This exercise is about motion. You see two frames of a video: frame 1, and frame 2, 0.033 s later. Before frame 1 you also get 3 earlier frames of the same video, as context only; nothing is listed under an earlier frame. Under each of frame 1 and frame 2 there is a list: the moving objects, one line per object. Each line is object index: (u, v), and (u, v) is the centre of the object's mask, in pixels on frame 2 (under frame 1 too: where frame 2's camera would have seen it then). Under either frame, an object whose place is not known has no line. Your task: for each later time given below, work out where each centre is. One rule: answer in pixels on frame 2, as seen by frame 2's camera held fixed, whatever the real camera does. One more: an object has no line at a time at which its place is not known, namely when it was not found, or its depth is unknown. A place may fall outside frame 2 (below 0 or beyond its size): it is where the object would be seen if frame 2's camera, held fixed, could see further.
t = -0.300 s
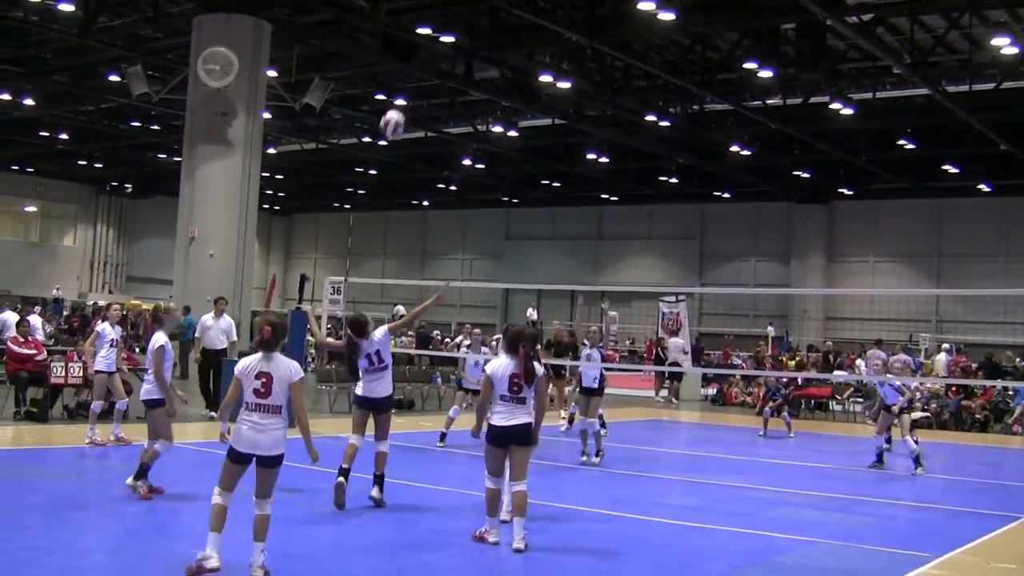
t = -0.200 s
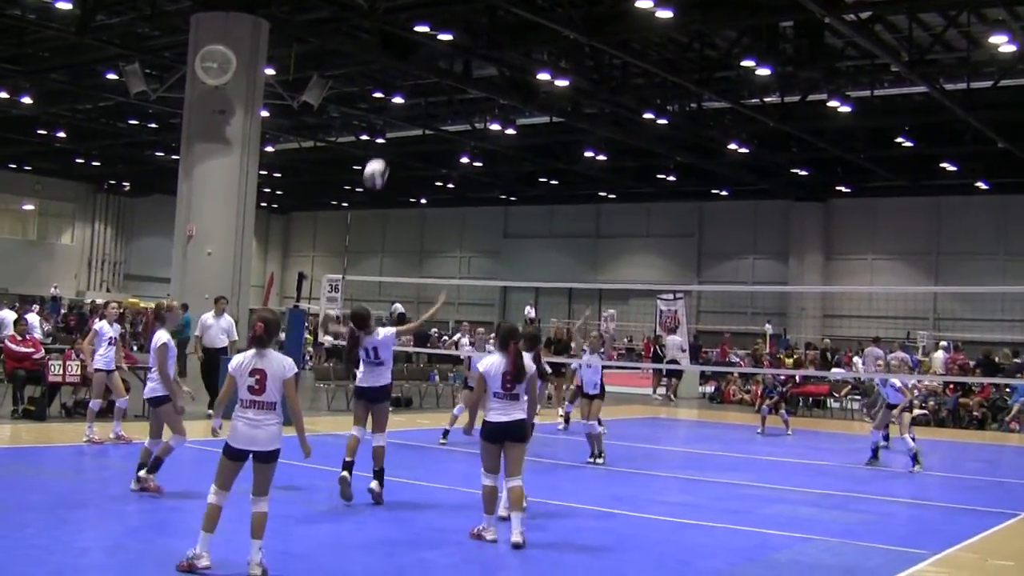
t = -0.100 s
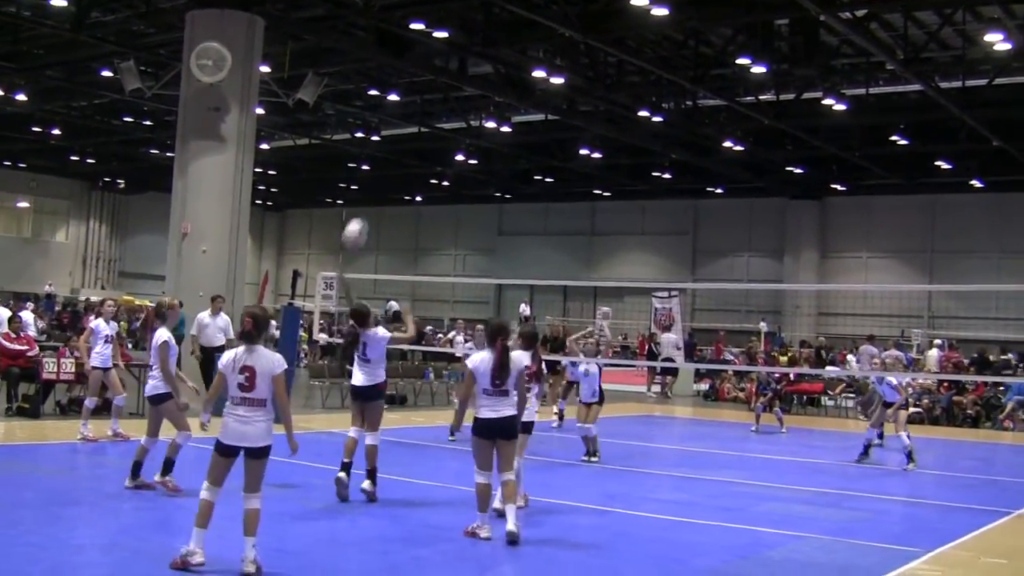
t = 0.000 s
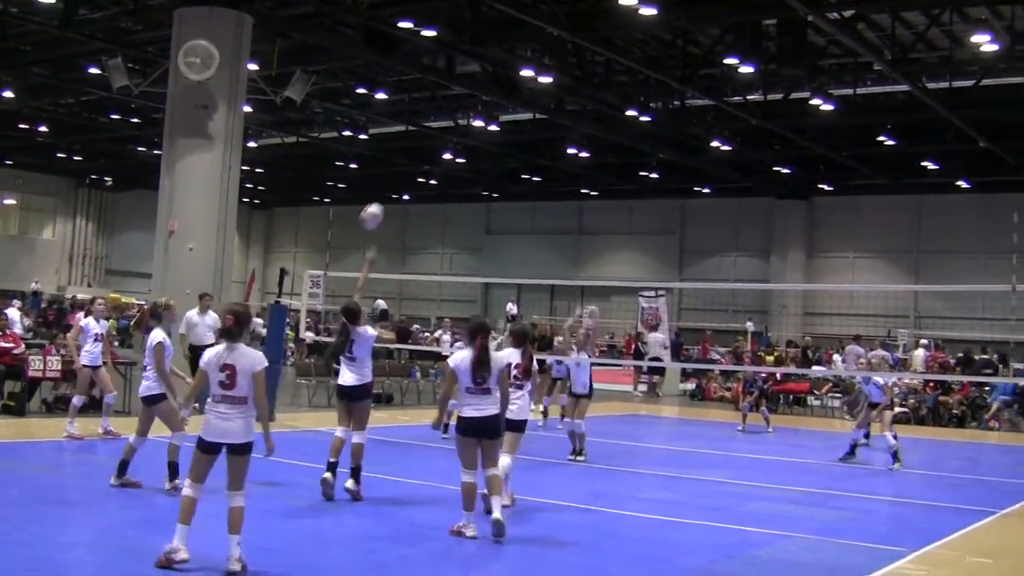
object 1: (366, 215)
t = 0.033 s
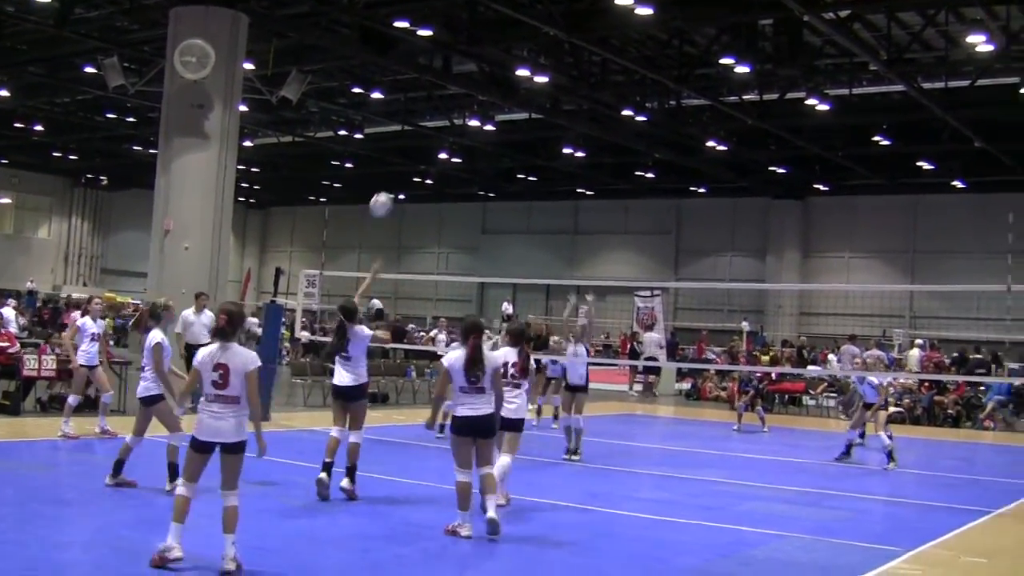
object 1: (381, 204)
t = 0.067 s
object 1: (393, 195)
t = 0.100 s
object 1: (404, 188)
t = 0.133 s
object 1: (413, 182)
